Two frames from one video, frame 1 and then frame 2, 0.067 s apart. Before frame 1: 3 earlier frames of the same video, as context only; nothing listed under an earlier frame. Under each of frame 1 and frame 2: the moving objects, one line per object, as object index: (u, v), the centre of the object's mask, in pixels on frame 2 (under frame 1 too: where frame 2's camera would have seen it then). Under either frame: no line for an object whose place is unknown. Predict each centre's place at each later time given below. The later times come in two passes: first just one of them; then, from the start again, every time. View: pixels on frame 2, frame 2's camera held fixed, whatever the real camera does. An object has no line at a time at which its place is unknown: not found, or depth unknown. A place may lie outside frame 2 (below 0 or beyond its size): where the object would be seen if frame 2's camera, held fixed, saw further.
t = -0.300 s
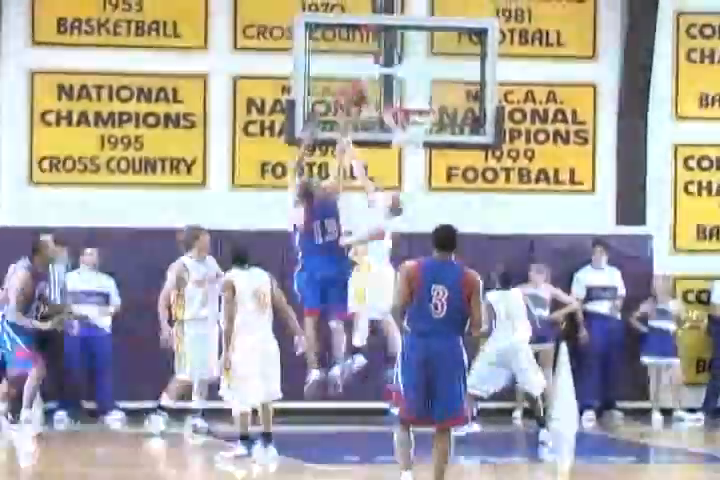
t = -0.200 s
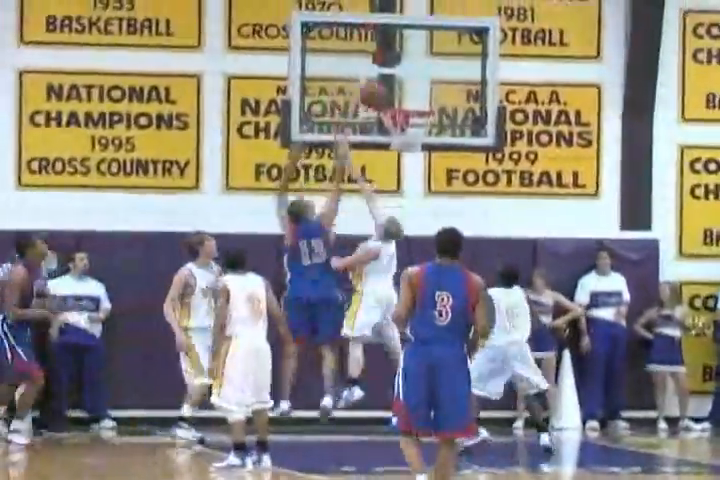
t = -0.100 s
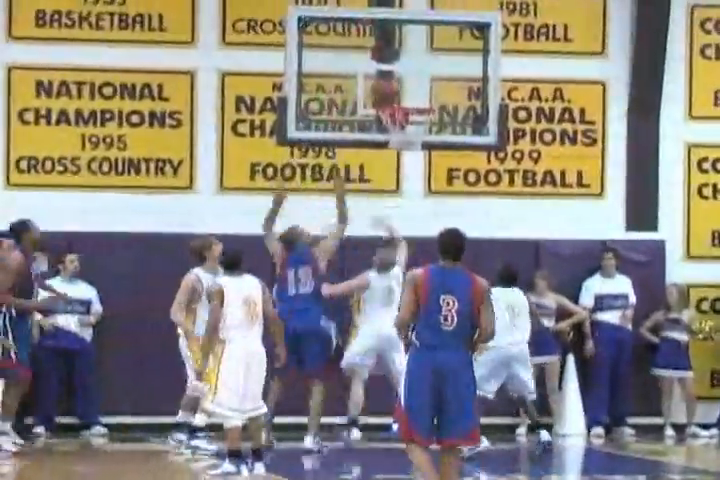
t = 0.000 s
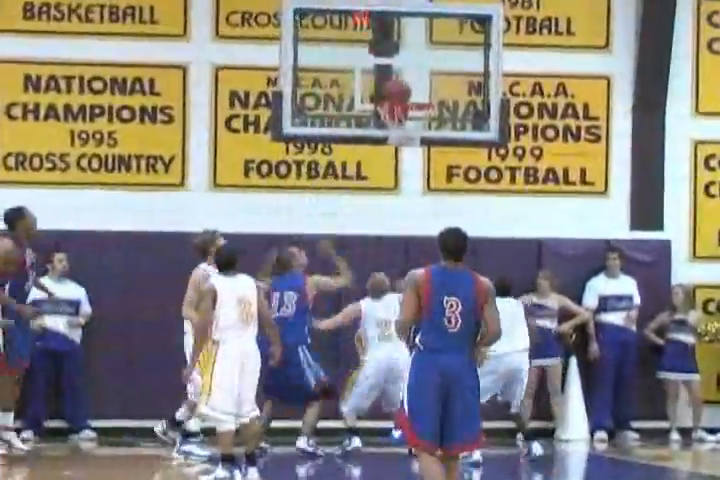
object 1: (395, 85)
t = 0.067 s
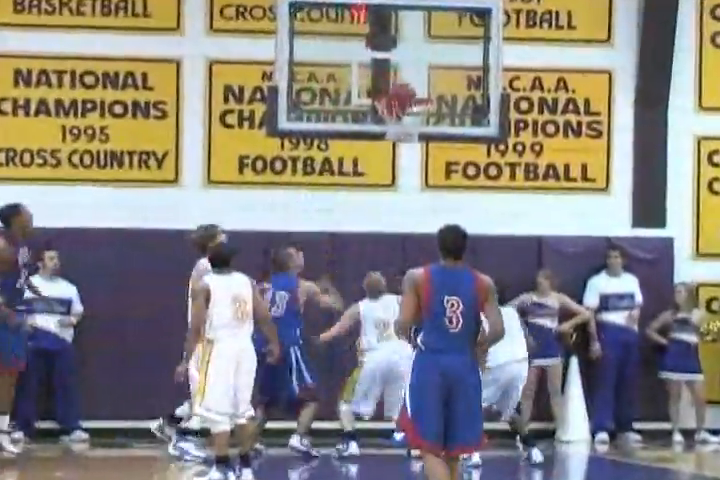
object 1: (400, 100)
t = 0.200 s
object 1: (411, 115)
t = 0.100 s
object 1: (404, 101)
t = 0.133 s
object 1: (403, 105)
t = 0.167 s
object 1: (403, 111)
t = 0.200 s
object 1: (411, 115)
